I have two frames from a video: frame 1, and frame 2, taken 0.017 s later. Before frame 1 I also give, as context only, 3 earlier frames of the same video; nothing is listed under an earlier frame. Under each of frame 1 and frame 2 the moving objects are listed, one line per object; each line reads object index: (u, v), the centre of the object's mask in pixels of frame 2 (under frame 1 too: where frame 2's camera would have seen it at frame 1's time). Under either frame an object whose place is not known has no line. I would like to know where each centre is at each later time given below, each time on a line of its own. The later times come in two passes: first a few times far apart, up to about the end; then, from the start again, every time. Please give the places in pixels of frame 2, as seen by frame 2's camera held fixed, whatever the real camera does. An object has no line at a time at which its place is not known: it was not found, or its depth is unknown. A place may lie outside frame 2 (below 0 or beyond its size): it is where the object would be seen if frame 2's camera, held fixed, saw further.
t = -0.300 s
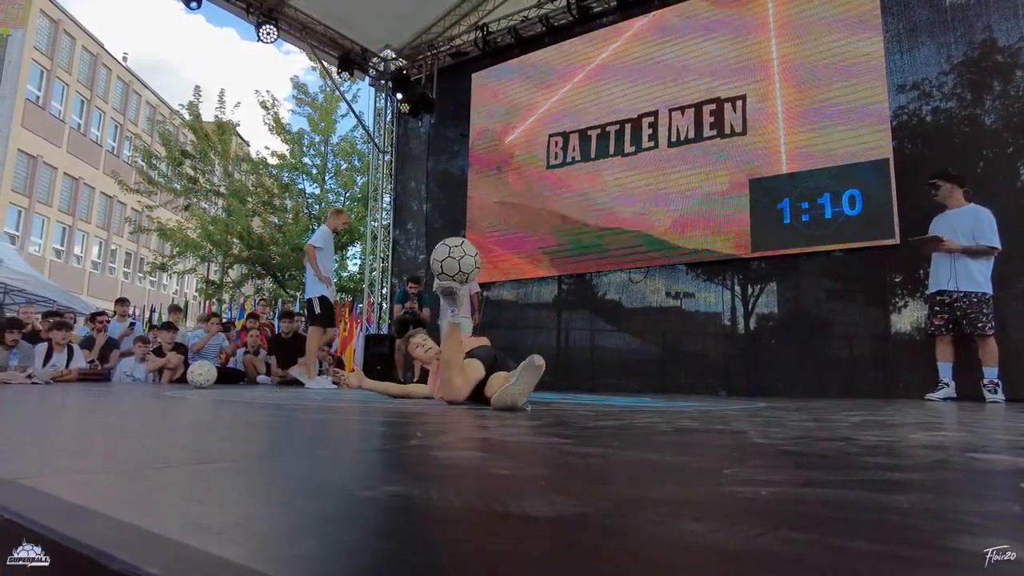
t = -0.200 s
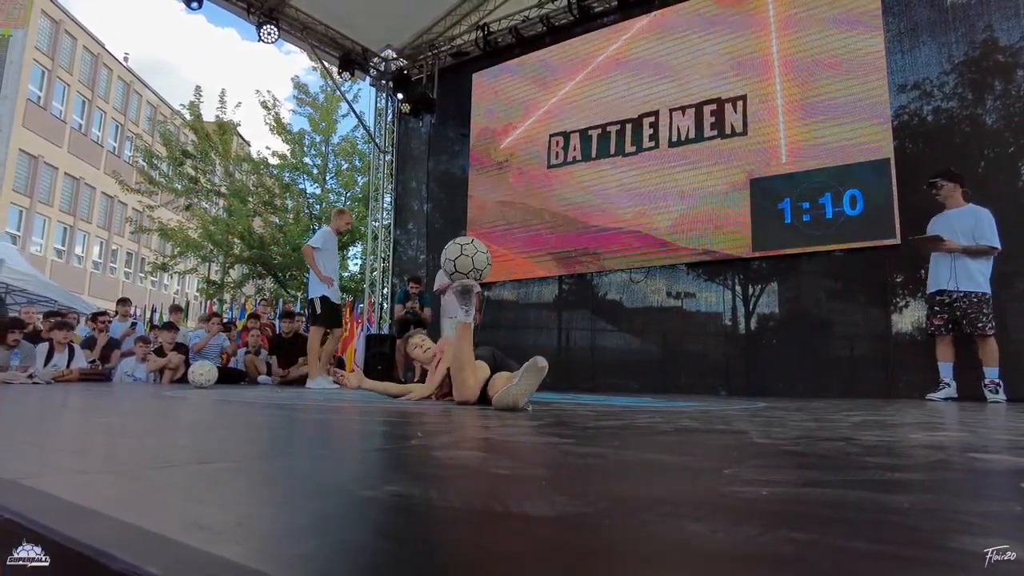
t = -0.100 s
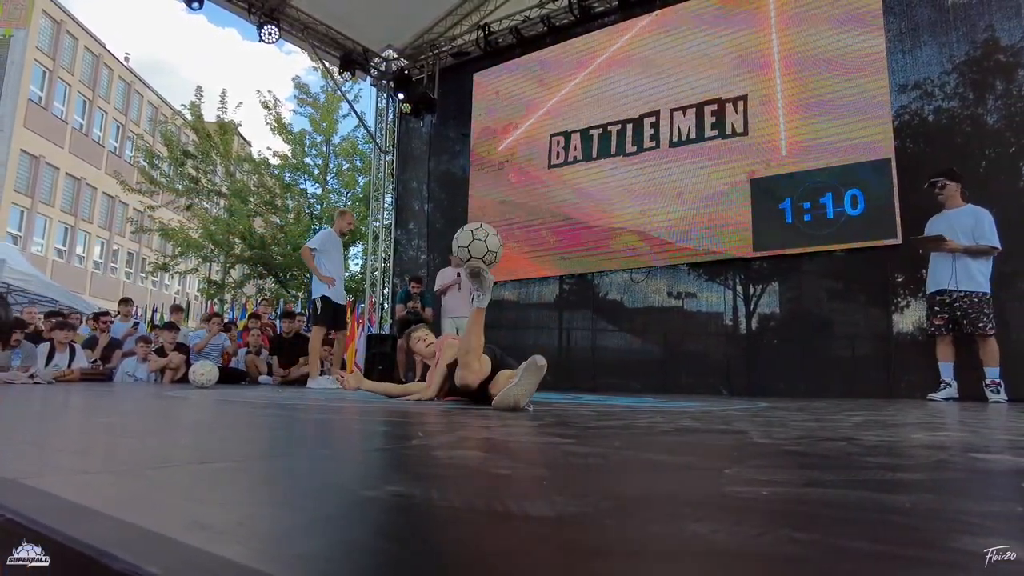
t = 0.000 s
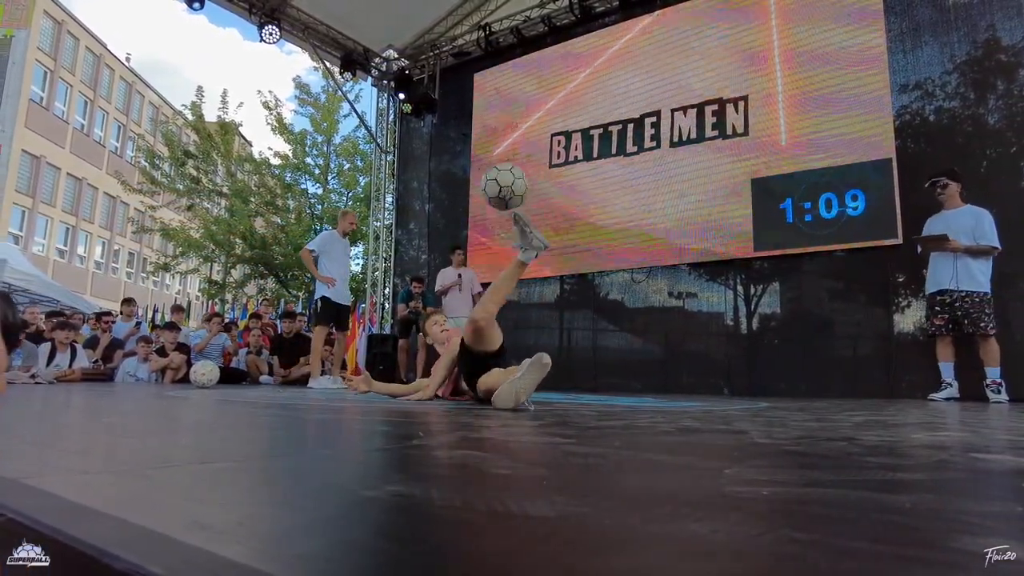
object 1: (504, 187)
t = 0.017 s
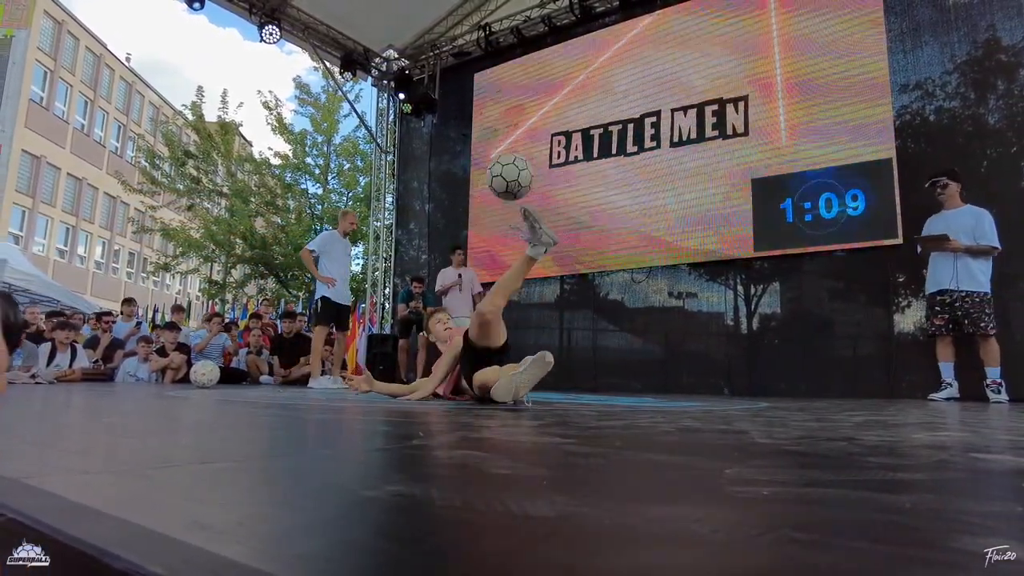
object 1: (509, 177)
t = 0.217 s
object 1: (563, 110)
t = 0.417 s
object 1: (608, 123)
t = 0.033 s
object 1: (514, 168)
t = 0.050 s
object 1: (519, 159)
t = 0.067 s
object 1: (525, 152)
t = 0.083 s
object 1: (529, 145)
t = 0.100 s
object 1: (533, 138)
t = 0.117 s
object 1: (538, 132)
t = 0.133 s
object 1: (543, 127)
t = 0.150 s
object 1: (546, 123)
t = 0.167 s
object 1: (551, 119)
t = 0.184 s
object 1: (555, 115)
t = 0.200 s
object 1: (559, 113)
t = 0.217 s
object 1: (563, 110)
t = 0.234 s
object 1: (567, 109)
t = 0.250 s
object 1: (571, 107)
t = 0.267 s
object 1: (575, 107)
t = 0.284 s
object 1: (579, 107)
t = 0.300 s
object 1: (582, 107)
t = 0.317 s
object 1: (586, 108)
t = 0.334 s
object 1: (589, 109)
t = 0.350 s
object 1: (593, 111)
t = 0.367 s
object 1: (597, 113)
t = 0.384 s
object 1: (601, 116)
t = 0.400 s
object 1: (604, 119)
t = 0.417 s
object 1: (608, 123)
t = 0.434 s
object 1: (611, 126)
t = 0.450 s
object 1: (614, 131)
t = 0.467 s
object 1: (618, 137)
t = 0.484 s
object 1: (621, 142)
